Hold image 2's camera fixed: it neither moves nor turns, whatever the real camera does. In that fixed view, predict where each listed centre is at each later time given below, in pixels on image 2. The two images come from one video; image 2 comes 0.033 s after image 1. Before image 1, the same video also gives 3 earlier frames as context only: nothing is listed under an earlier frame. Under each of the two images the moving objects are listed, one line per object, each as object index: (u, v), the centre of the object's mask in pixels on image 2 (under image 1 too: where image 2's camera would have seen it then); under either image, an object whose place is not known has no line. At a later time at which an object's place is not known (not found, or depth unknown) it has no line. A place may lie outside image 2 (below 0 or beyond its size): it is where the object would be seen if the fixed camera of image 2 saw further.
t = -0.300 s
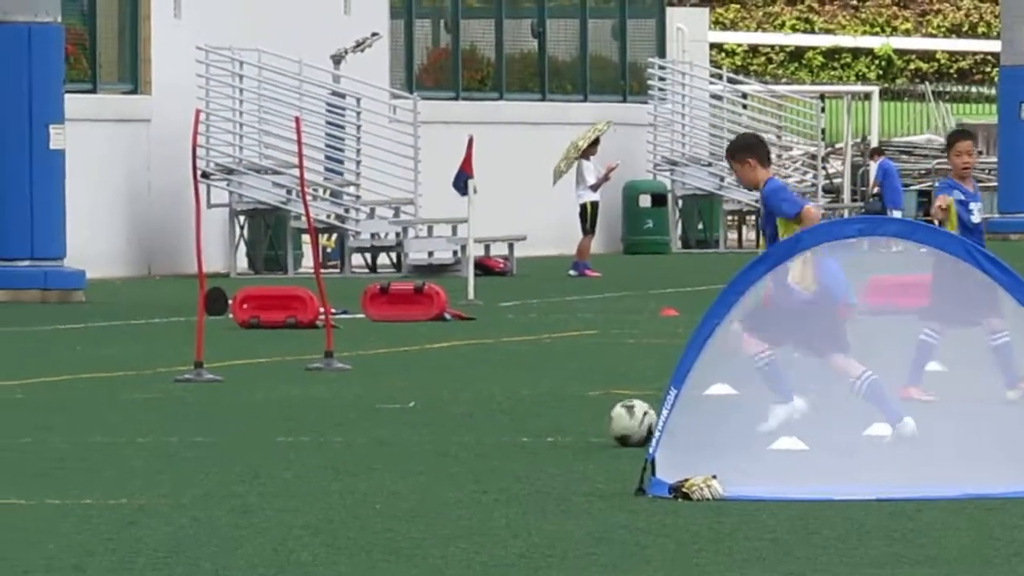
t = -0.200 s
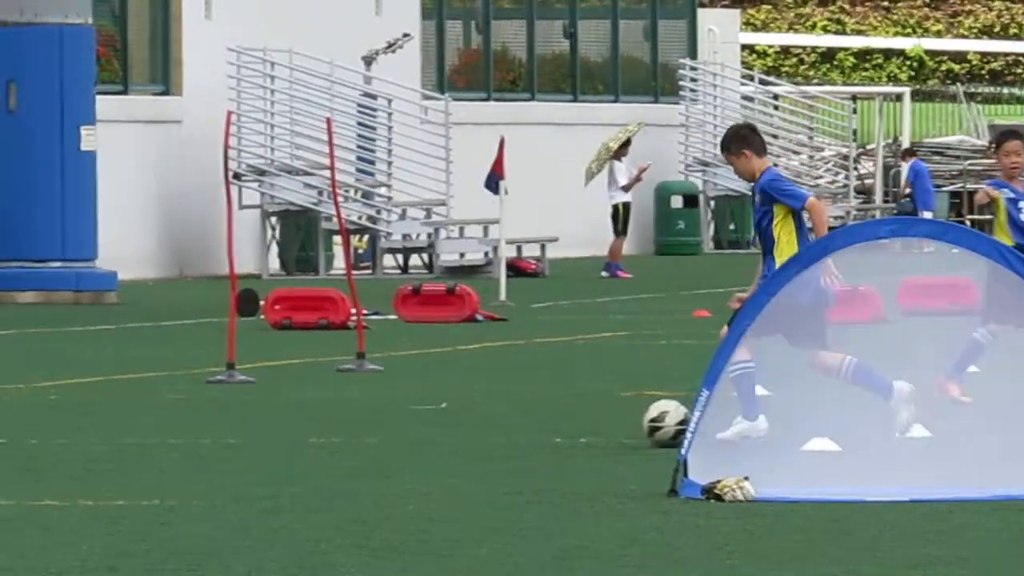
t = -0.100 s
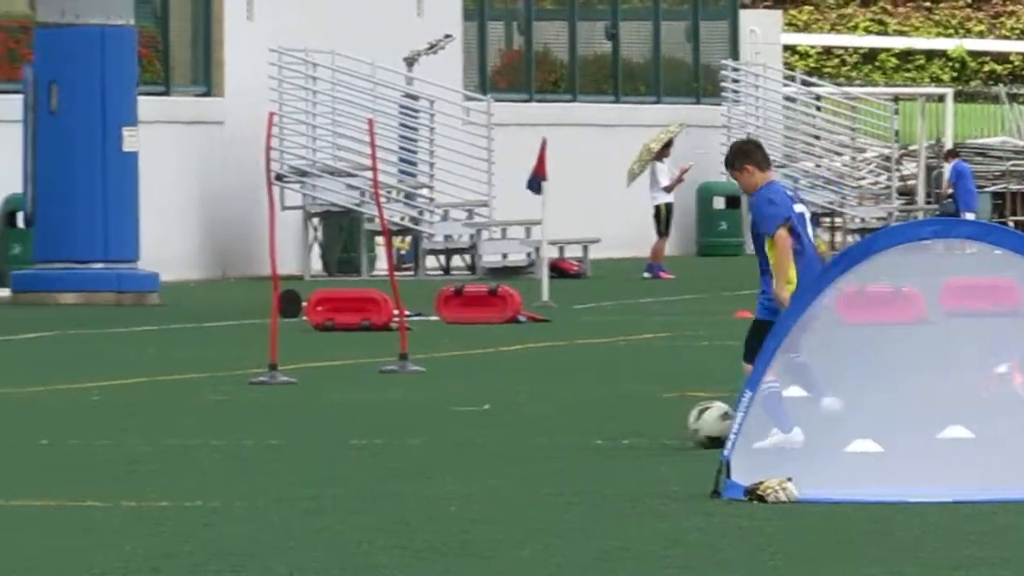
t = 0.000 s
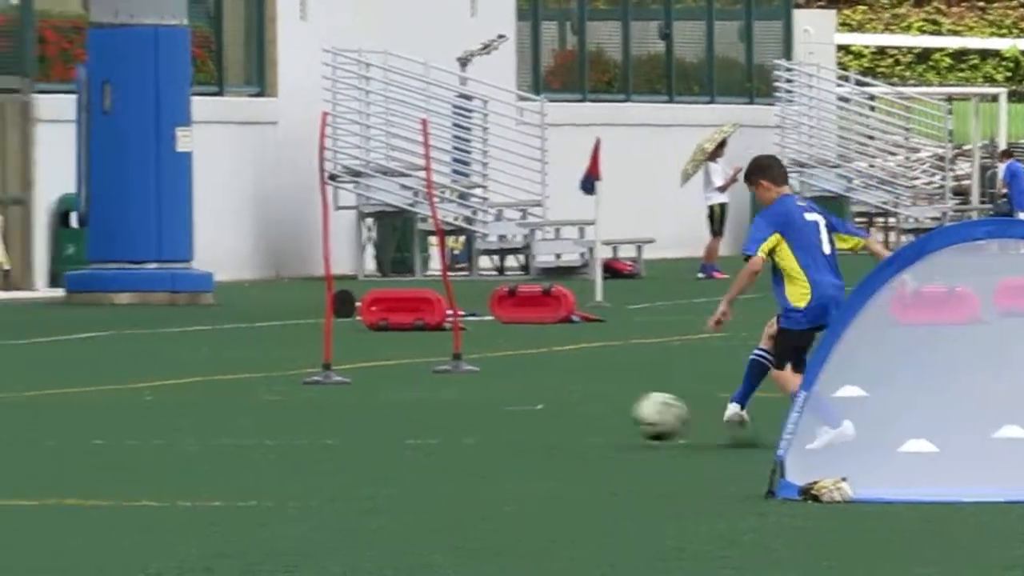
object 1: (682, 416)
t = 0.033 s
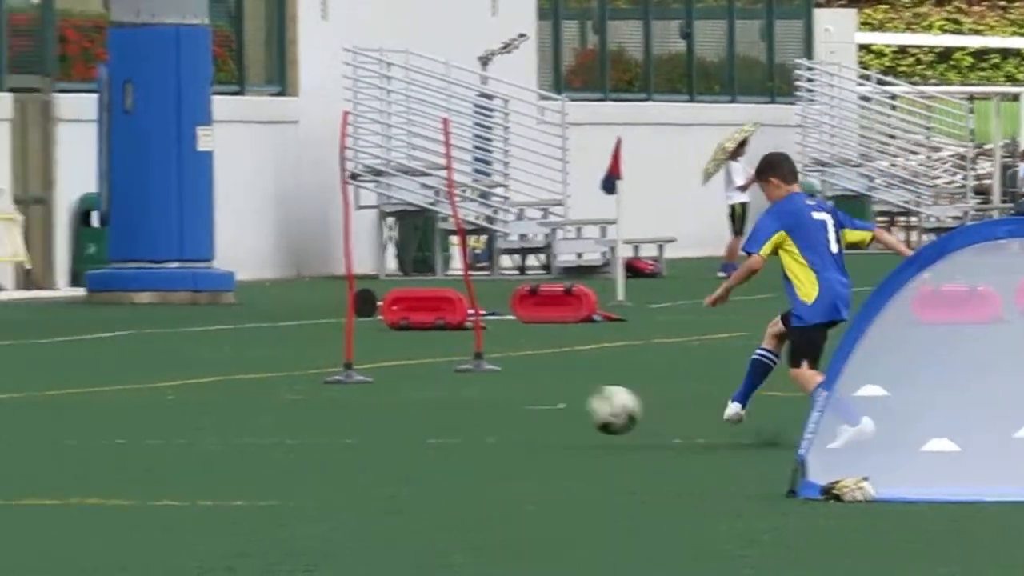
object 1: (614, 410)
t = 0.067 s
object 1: (547, 406)
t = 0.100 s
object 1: (481, 405)
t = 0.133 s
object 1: (416, 406)
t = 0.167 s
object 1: (349, 411)
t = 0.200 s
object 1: (283, 418)
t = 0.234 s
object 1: (220, 425)
